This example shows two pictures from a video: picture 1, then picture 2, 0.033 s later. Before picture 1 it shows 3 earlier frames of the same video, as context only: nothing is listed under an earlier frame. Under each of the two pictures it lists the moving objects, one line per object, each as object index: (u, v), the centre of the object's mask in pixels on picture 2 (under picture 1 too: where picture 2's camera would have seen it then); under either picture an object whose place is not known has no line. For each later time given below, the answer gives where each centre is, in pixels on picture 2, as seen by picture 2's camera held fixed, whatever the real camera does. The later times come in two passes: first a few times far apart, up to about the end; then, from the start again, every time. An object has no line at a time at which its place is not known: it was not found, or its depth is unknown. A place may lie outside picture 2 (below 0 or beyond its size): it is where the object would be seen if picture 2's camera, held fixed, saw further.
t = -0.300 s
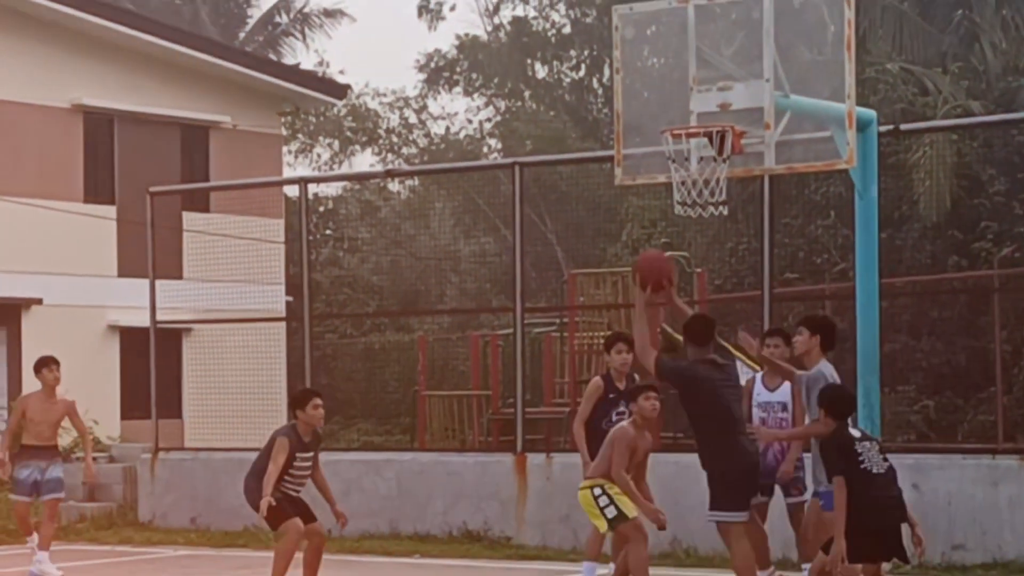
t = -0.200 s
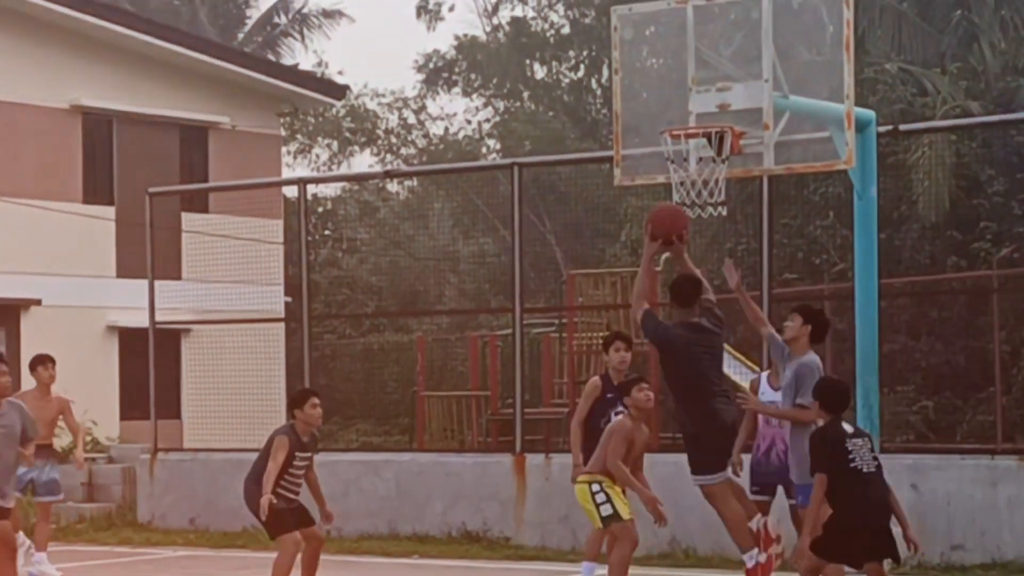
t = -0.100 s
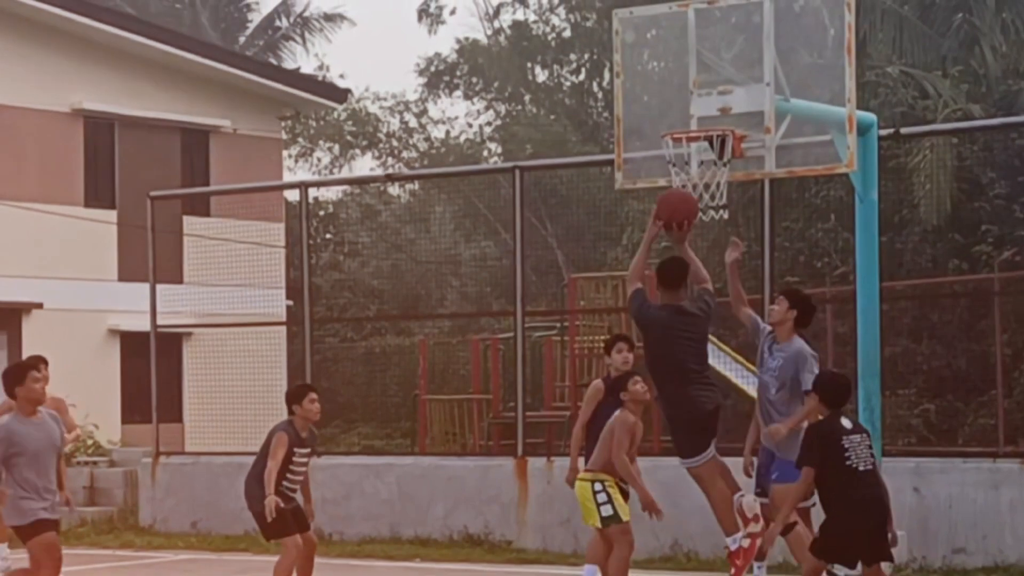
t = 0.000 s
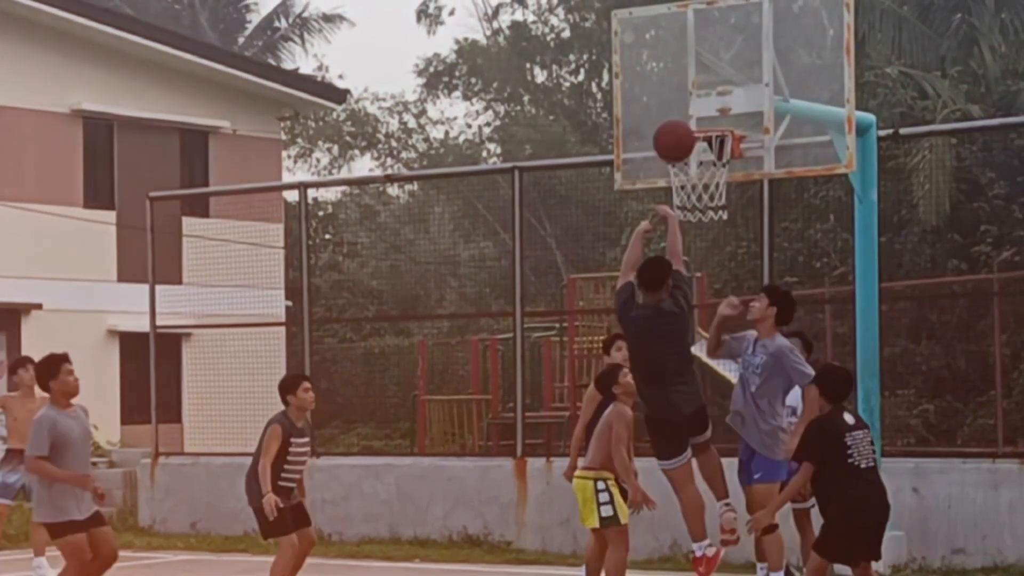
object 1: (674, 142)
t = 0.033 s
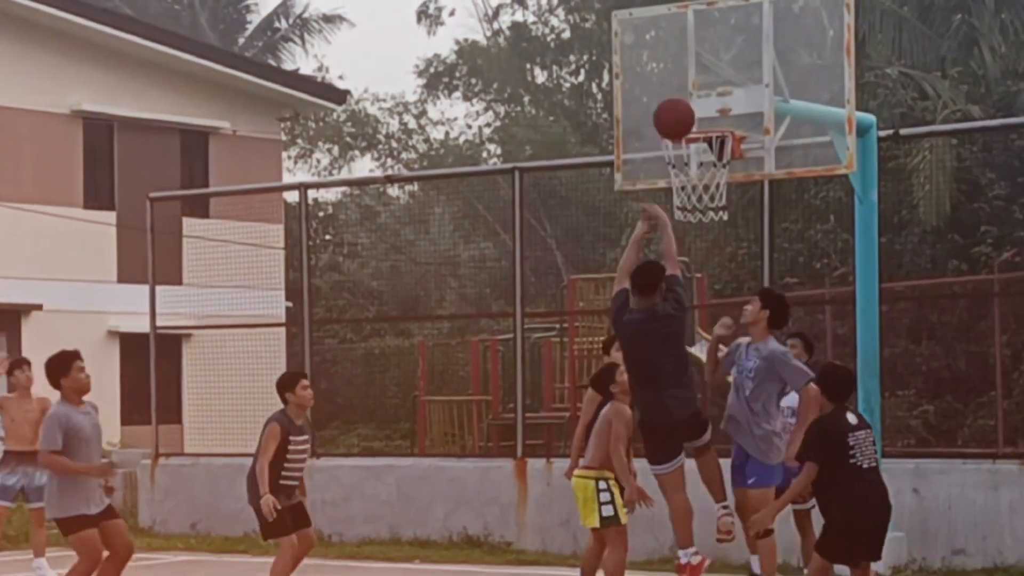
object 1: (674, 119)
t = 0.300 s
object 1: (673, 12)
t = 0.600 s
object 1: (674, 38)
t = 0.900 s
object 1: (710, 152)
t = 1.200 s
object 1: (751, 235)
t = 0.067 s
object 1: (673, 98)
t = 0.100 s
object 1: (673, 79)
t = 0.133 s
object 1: (673, 63)
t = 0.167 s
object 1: (673, 48)
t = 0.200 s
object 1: (673, 37)
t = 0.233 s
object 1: (673, 26)
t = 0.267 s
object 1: (673, 18)
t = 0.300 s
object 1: (673, 12)
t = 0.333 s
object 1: (673, 9)
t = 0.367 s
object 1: (673, 7)
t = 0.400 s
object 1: (674, 6)
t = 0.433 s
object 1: (674, 7)
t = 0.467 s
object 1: (674, 9)
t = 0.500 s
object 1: (674, 14)
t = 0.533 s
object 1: (674, 20)
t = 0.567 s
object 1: (674, 29)
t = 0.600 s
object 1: (674, 38)
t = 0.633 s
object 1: (675, 49)
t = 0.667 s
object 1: (675, 62)
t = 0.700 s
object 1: (676, 76)
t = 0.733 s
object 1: (676, 92)
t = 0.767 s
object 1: (676, 109)
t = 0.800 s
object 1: (676, 122)
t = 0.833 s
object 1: (689, 131)
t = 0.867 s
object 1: (698, 144)
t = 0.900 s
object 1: (710, 152)
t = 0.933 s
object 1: (719, 156)
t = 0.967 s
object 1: (728, 165)
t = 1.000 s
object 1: (733, 174)
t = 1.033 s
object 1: (736, 180)
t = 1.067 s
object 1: (735, 190)
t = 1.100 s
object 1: (742, 201)
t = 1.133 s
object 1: (745, 209)
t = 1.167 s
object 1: (748, 221)
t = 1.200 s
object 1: (751, 235)
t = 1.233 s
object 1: (755, 250)
